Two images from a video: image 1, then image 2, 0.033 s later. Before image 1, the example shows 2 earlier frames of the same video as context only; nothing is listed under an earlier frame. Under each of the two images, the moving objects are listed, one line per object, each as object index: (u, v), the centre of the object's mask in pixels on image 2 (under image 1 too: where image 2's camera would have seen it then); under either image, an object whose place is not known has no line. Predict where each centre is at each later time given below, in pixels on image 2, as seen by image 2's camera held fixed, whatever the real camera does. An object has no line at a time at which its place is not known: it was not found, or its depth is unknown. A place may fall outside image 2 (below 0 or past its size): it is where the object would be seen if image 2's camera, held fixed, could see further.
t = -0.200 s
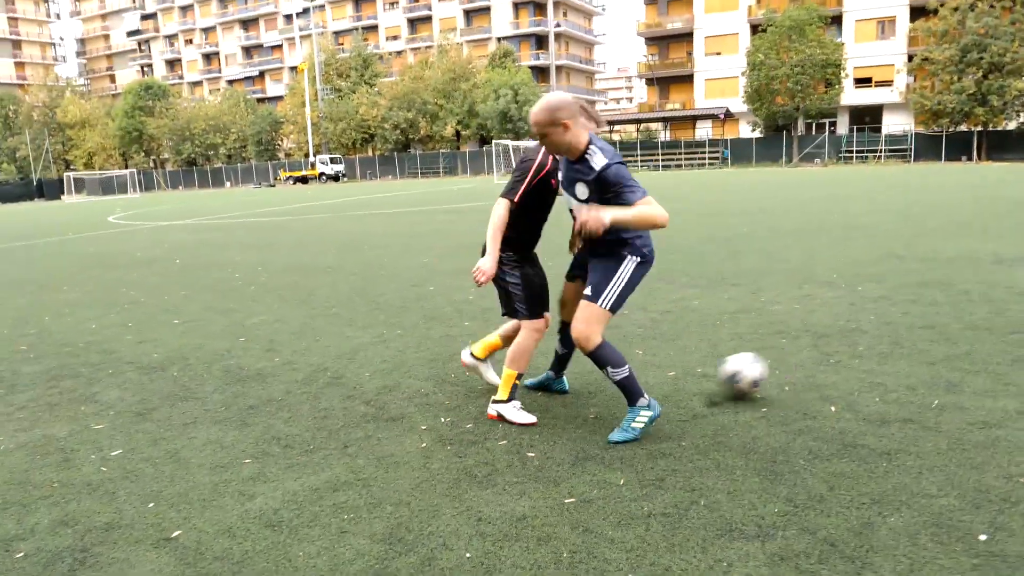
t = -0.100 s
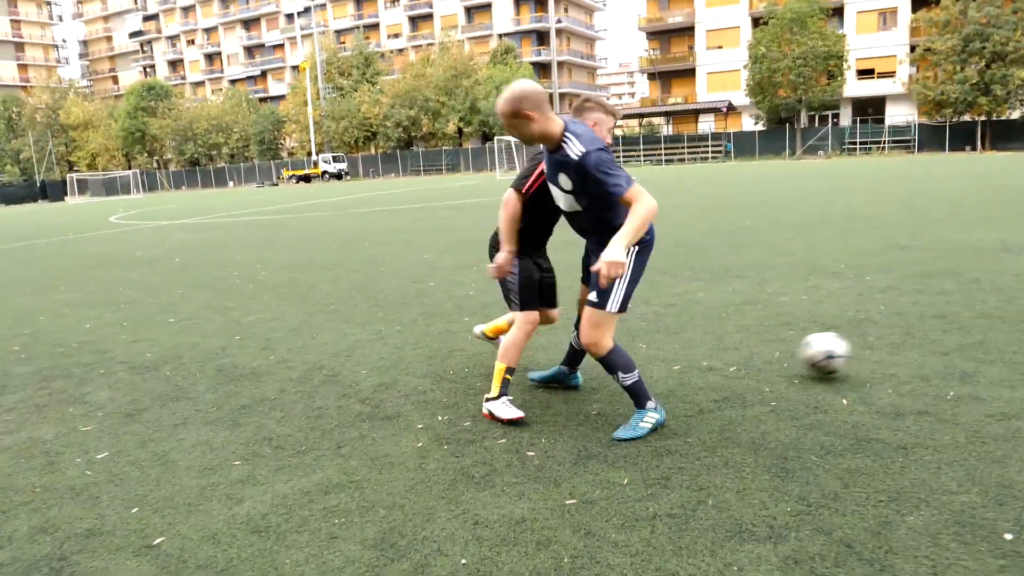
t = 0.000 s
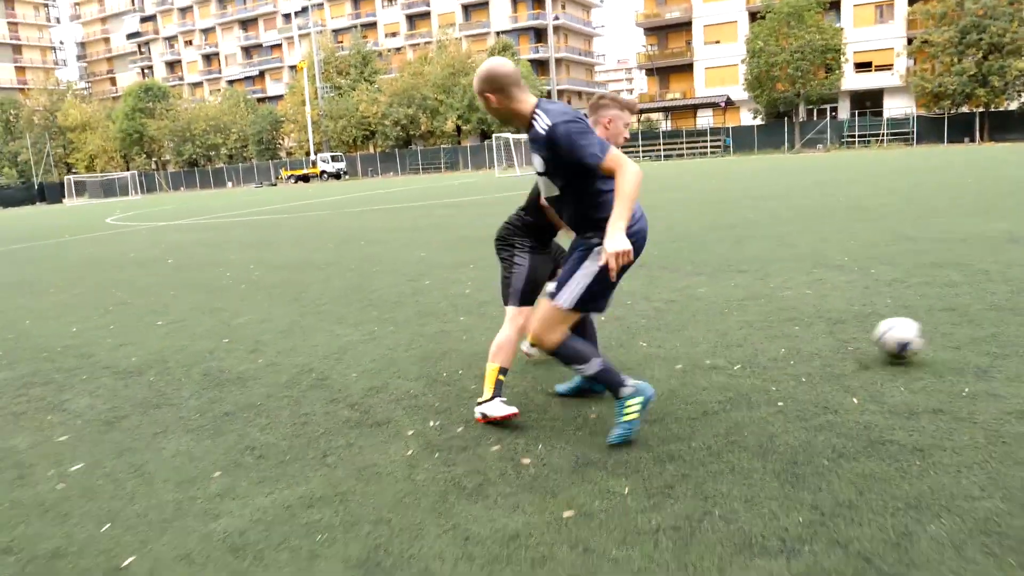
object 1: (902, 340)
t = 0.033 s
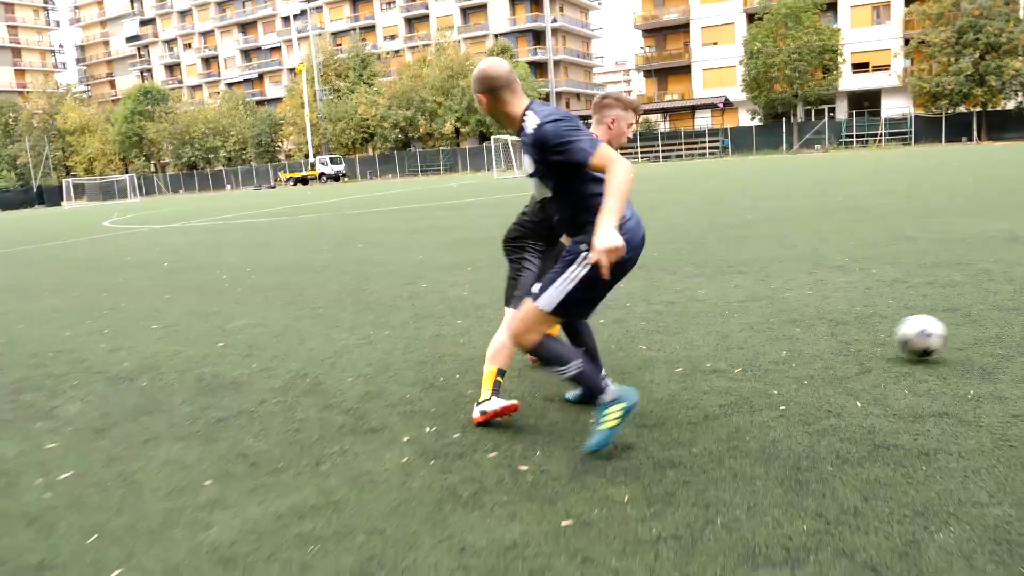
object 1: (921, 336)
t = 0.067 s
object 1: (939, 335)
